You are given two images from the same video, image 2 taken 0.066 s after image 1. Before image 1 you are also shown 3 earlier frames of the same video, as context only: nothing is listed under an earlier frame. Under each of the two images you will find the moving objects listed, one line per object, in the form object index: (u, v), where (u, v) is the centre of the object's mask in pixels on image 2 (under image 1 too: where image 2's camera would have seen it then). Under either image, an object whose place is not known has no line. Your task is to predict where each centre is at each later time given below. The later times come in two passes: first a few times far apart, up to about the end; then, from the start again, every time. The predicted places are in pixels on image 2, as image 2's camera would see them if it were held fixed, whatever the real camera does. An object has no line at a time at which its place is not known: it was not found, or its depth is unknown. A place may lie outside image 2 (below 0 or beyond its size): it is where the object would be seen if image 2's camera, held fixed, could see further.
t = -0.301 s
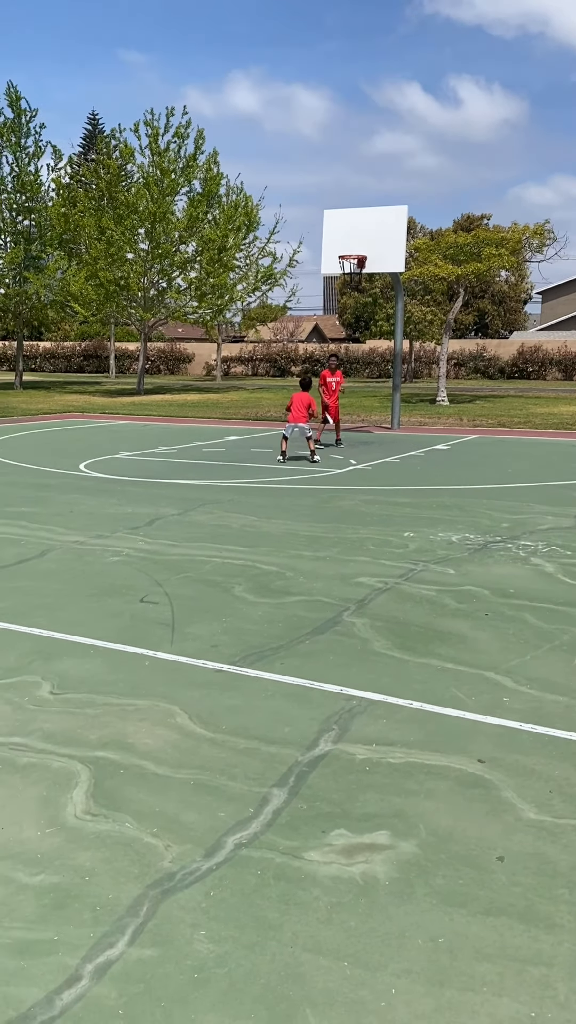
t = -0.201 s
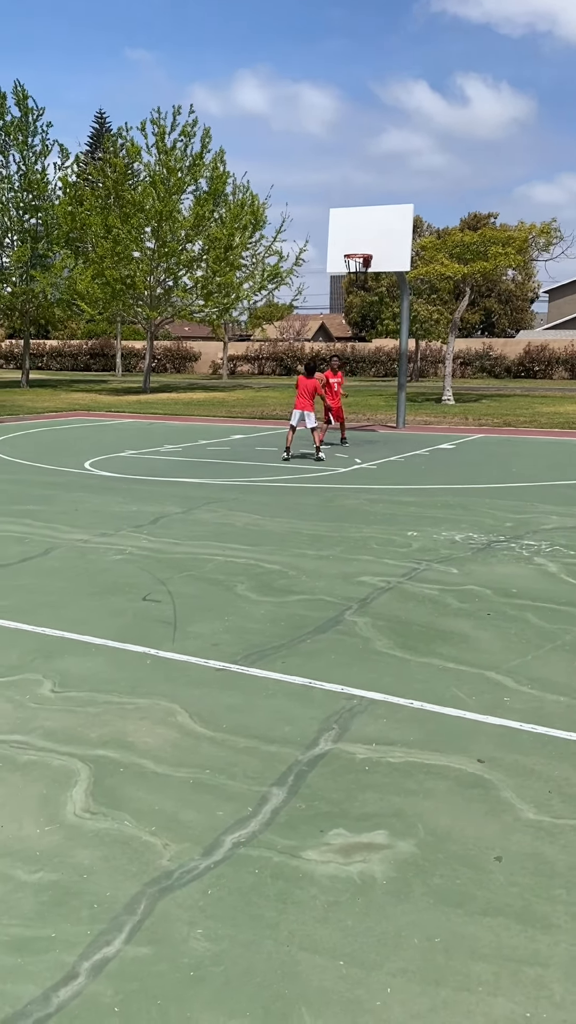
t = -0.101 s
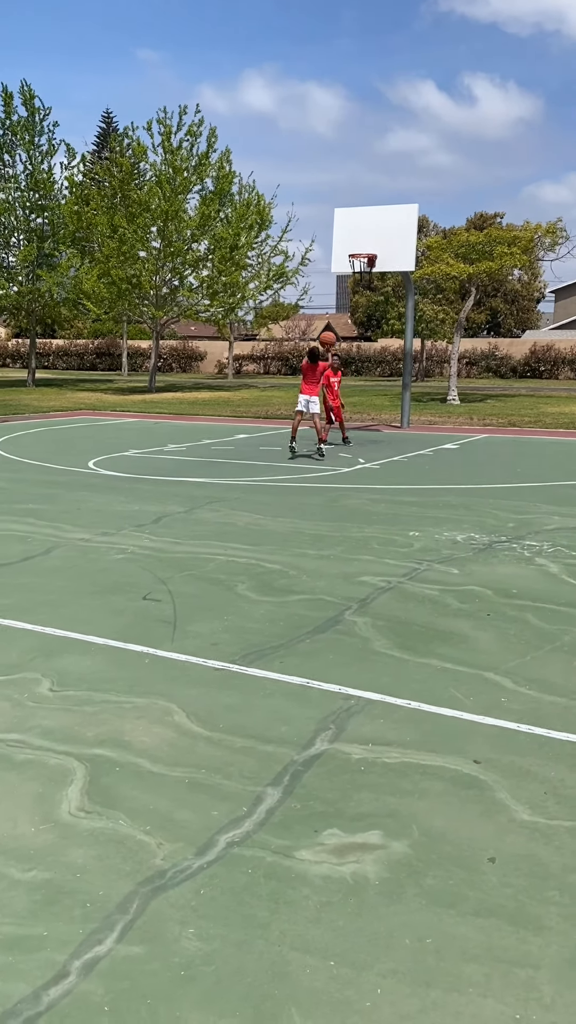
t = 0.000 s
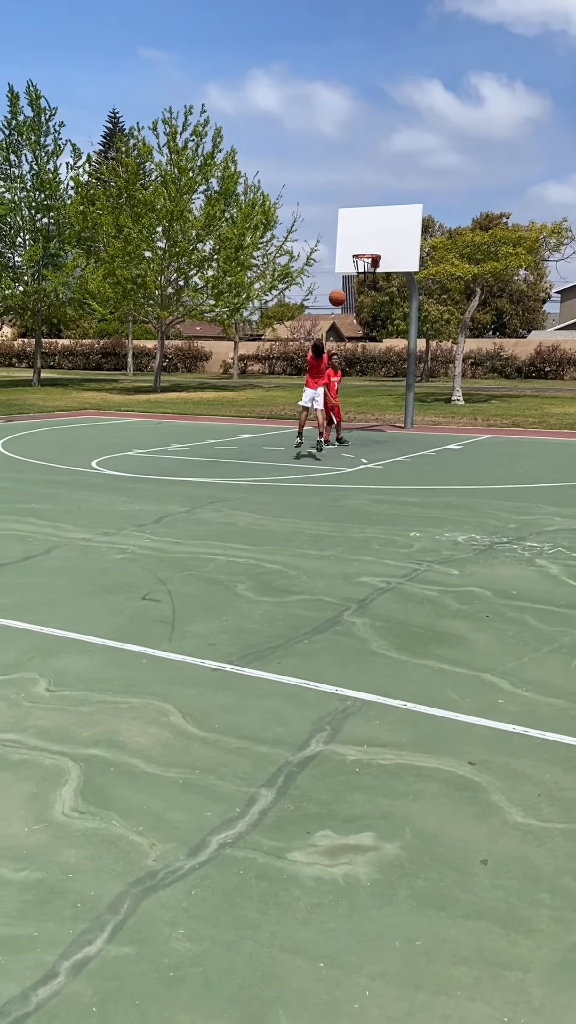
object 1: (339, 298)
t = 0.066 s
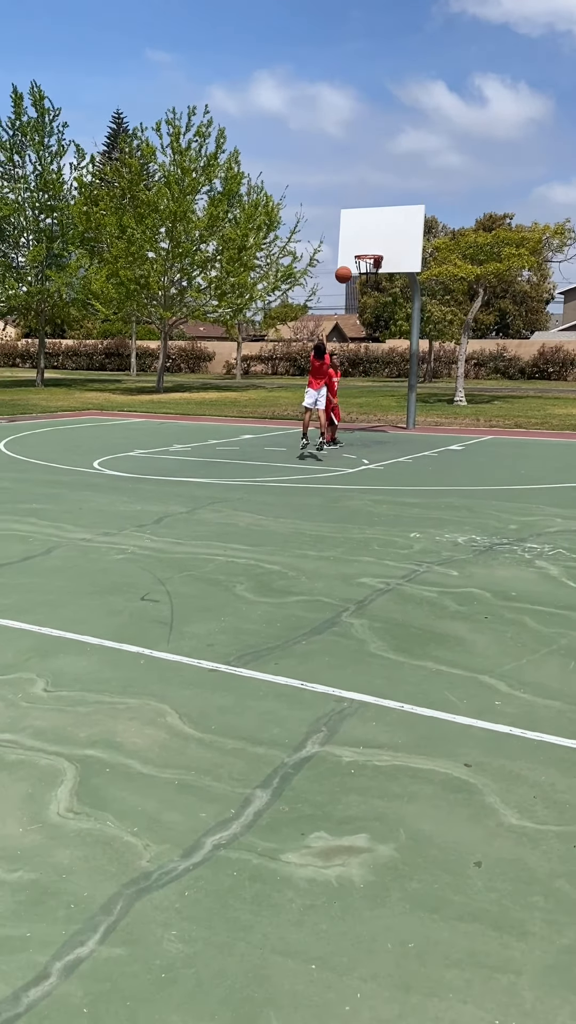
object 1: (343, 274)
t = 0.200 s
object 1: (351, 238)
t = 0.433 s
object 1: (362, 207)
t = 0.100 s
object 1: (345, 264)
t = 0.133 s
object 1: (347, 254)
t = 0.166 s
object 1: (349, 246)
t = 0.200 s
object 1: (351, 238)
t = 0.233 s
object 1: (352, 231)
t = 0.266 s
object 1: (354, 225)
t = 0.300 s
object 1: (356, 220)
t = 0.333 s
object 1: (357, 215)
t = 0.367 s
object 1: (359, 212)
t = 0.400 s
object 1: (360, 209)
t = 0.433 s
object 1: (362, 207)
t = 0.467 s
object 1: (363, 205)
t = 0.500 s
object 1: (365, 205)
